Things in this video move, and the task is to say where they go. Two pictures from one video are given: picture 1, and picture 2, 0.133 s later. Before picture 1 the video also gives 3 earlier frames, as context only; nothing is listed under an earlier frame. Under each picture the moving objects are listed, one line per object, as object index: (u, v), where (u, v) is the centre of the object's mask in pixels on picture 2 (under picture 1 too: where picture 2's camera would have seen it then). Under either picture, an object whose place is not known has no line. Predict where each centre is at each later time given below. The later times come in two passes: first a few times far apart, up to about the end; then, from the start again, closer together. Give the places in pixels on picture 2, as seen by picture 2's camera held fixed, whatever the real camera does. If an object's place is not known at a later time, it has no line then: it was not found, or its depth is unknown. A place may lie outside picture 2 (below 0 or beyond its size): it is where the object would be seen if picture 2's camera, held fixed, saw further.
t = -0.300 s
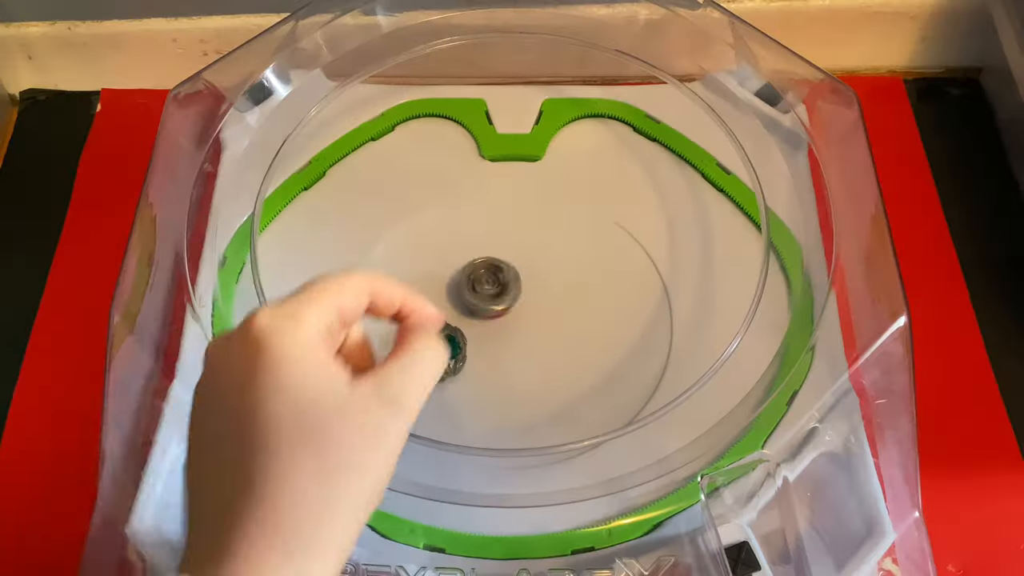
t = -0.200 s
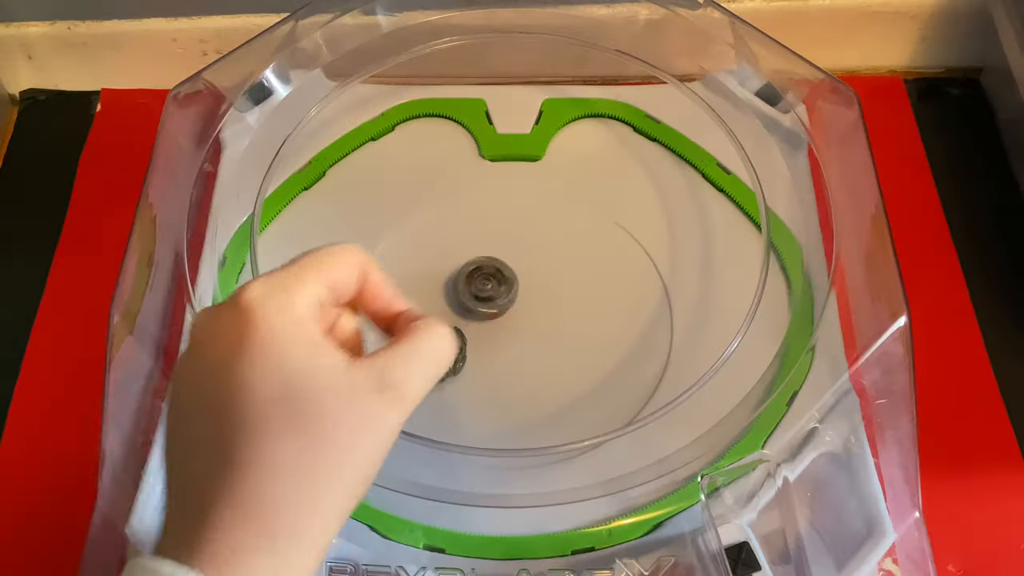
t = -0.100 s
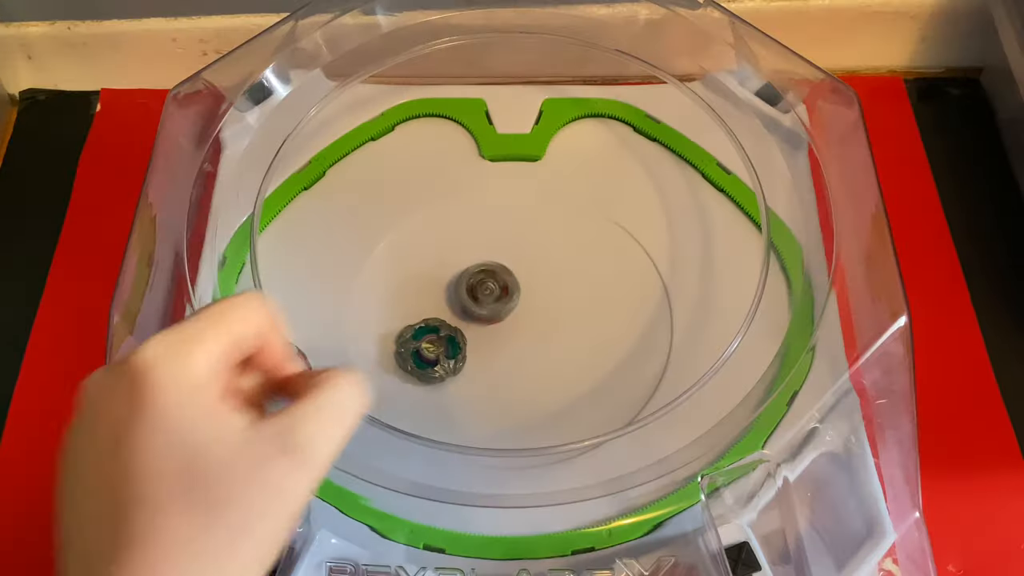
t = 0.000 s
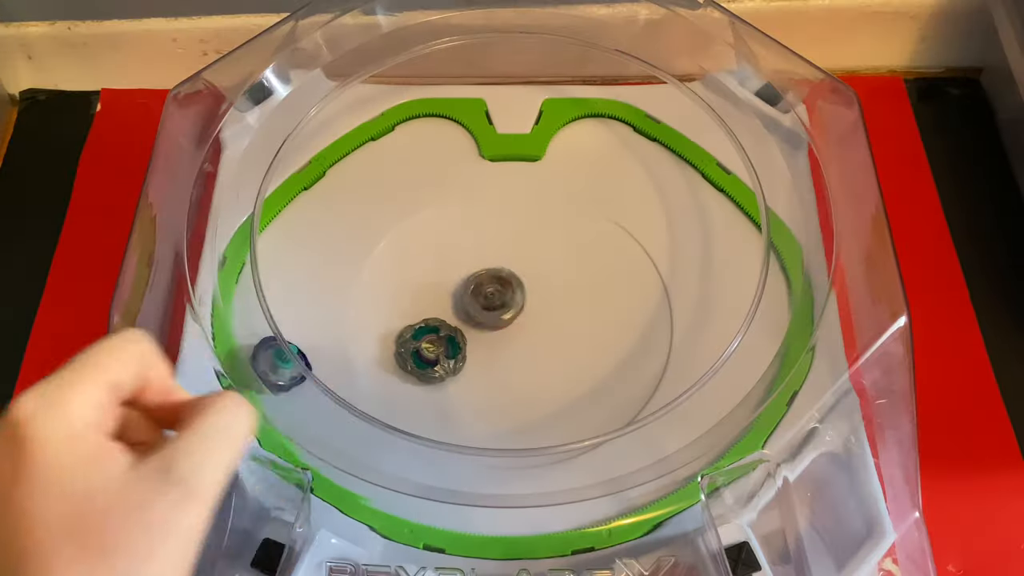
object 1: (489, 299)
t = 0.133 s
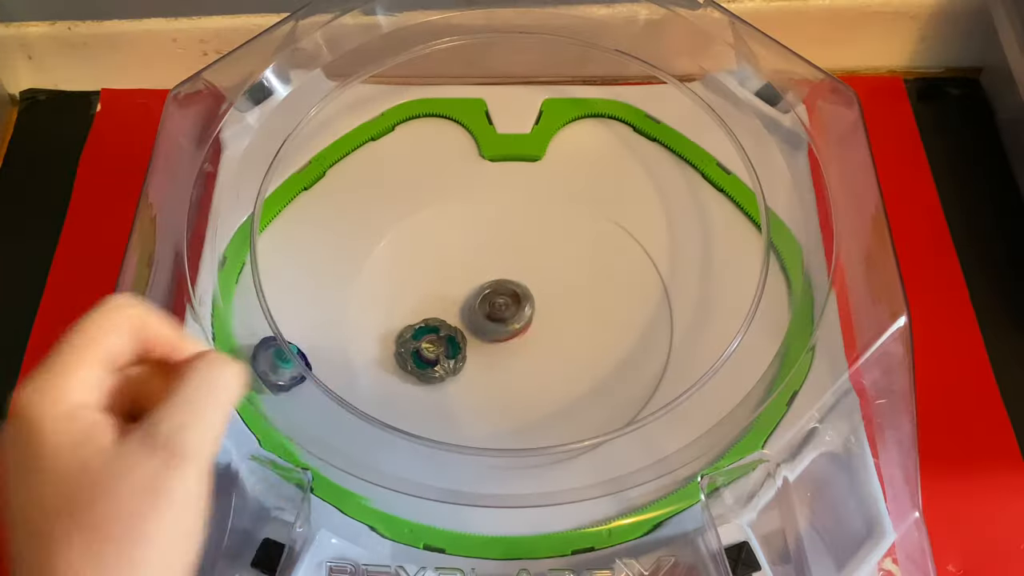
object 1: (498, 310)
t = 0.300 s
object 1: (508, 328)
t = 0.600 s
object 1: (516, 334)
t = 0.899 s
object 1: (527, 311)
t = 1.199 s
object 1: (532, 292)
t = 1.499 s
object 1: (514, 292)
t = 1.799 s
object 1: (488, 301)
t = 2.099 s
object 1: (481, 310)
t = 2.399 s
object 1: (506, 320)
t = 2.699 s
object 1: (526, 326)
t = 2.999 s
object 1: (519, 313)
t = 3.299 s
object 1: (519, 292)
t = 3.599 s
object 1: (525, 293)
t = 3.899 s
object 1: (513, 316)
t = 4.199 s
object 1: (497, 323)
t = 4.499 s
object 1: (516, 303)
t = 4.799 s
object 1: (526, 300)
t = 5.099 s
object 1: (499, 315)
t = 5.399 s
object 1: (494, 314)
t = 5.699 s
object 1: (499, 339)
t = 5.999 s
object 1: (483, 307)
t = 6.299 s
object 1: (480, 299)
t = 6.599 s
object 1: (482, 305)
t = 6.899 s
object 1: (486, 311)
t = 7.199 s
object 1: (486, 311)
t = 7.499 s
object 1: (486, 312)
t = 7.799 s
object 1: (485, 316)
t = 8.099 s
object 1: (485, 314)
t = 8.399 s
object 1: (486, 312)
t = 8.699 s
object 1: (486, 313)
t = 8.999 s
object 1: (486, 312)
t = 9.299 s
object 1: (486, 312)
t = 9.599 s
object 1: (486, 312)
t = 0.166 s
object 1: (501, 314)
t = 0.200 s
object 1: (503, 318)
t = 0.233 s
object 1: (504, 322)
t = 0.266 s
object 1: (506, 324)
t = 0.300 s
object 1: (508, 328)
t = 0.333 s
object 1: (510, 331)
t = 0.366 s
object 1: (511, 332)
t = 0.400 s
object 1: (512, 334)
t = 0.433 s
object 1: (513, 335)
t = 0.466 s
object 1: (514, 336)
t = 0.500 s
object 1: (515, 336)
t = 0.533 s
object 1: (516, 336)
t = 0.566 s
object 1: (516, 335)
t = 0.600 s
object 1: (516, 334)
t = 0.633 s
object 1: (517, 332)
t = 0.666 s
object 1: (519, 330)
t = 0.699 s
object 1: (519, 328)
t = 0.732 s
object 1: (520, 326)
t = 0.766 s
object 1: (521, 322)
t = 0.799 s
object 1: (523, 319)
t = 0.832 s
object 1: (525, 316)
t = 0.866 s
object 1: (526, 314)
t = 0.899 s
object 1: (527, 311)
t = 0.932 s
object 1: (529, 309)
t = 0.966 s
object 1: (531, 305)
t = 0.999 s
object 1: (532, 302)
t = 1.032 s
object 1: (533, 300)
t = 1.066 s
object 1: (533, 298)
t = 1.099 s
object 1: (533, 296)
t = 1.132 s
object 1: (533, 294)
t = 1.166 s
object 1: (533, 293)
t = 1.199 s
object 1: (532, 292)
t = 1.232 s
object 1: (530, 292)
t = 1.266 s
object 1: (529, 291)
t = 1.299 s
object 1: (528, 291)
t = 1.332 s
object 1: (527, 291)
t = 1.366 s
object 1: (524, 291)
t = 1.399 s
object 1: (521, 291)
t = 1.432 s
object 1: (518, 292)
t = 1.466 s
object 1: (516, 292)
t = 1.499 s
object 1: (514, 292)
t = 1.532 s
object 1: (510, 292)
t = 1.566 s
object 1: (507, 293)
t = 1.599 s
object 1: (504, 294)
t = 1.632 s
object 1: (500, 295)
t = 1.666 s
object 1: (497, 296)
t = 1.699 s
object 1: (494, 298)
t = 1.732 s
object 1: (492, 299)
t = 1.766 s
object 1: (491, 300)
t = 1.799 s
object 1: (488, 301)
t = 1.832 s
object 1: (486, 302)
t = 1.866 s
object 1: (485, 303)
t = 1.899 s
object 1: (484, 304)
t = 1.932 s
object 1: (482, 306)
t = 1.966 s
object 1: (481, 306)
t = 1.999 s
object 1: (481, 307)
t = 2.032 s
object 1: (481, 308)
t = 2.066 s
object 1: (481, 309)
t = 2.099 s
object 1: (481, 310)
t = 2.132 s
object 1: (482, 312)
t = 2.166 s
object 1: (484, 313)
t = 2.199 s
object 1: (486, 314)
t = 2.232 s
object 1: (488, 315)
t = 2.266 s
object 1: (491, 316)
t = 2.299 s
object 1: (495, 317)
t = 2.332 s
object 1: (497, 318)
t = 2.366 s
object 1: (502, 319)
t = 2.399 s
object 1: (506, 320)
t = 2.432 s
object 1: (510, 321)
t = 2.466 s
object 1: (513, 321)
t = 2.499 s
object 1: (515, 322)
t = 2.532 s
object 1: (519, 322)
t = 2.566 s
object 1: (521, 324)
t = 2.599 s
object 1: (524, 325)
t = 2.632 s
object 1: (525, 326)
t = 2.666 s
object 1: (526, 326)
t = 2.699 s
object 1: (526, 326)
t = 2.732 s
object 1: (526, 326)
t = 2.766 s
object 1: (525, 326)
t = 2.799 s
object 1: (524, 326)
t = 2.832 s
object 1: (523, 325)
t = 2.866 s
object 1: (522, 324)
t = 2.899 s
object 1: (521, 322)
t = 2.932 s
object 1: (521, 320)
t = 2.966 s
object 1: (520, 317)
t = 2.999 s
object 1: (519, 313)
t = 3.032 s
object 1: (518, 310)
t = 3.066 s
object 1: (516, 306)
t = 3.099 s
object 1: (515, 303)
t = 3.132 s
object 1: (515, 301)
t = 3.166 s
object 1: (515, 299)
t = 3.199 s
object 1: (515, 297)
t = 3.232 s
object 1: (516, 295)
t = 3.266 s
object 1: (518, 293)
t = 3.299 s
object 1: (519, 292)
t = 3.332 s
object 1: (520, 291)
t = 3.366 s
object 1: (522, 290)
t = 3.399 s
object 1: (523, 290)
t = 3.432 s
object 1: (523, 289)
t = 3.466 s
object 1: (524, 290)
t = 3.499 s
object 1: (525, 290)
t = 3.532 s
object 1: (526, 291)
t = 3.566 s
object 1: (526, 292)
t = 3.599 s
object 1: (525, 293)
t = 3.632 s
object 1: (524, 295)
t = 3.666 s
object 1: (524, 297)
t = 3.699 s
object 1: (523, 300)
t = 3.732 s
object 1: (521, 303)
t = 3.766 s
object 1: (520, 307)
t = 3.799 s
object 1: (519, 310)
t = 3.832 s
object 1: (518, 312)
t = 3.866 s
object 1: (516, 313)
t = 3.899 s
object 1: (513, 316)
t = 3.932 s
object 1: (510, 318)
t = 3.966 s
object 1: (507, 320)
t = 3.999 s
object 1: (505, 322)
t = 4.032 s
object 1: (502, 323)
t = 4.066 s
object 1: (500, 324)
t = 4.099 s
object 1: (499, 325)
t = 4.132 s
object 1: (498, 324)
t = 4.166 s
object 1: (497, 324)
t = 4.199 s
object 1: (497, 323)
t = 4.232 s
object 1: (497, 321)
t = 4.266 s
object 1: (497, 319)
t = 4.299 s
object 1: (499, 317)
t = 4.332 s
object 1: (501, 314)
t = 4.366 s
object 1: (503, 312)
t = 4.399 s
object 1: (506, 311)
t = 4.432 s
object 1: (509, 308)
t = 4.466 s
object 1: (513, 306)
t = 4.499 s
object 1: (516, 303)
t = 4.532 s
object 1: (518, 301)
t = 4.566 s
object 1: (521, 299)
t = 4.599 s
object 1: (523, 297)
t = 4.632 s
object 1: (525, 297)
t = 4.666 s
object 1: (526, 297)
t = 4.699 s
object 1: (526, 297)
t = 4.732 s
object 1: (527, 298)
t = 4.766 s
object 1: (527, 298)
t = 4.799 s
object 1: (526, 300)
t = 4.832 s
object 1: (523, 301)
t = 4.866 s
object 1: (521, 303)
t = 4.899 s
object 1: (518, 305)
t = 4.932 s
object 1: (515, 307)
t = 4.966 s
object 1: (512, 308)
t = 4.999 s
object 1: (507, 310)
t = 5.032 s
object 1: (505, 312)
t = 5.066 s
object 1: (501, 313)
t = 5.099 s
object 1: (499, 315)
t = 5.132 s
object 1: (496, 316)
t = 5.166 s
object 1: (493, 317)
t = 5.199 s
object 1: (492, 317)
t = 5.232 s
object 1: (490, 316)
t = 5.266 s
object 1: (489, 316)
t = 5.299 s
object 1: (490, 315)
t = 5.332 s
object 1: (491, 314)
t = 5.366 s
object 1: (492, 314)
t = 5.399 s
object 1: (494, 314)
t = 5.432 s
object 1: (496, 315)
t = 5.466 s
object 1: (498, 318)
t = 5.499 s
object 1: (498, 322)
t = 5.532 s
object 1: (497, 327)
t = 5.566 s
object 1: (496, 331)
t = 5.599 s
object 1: (497, 334)
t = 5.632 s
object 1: (499, 336)
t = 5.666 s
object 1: (499, 338)
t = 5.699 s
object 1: (499, 339)
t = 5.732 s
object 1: (496, 338)
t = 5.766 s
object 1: (494, 336)
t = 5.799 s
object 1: (492, 333)
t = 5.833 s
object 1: (490, 328)
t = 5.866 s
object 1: (491, 325)
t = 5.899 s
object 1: (488, 320)
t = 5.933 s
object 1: (486, 314)
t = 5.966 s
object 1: (484, 310)
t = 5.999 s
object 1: (483, 307)
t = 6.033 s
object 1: (482, 305)
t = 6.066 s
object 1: (482, 303)
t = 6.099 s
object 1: (482, 302)
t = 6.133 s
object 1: (481, 301)
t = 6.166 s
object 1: (481, 300)
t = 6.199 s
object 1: (481, 300)
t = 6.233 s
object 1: (481, 299)
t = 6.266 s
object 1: (480, 299)
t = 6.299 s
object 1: (480, 299)
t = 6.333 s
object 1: (480, 299)
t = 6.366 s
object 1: (480, 299)
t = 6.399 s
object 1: (481, 300)
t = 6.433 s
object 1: (481, 300)
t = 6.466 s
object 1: (481, 301)
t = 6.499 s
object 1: (481, 301)
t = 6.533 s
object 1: (482, 302)
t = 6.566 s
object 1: (482, 303)
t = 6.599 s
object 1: (482, 305)
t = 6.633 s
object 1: (483, 307)
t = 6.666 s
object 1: (484, 309)
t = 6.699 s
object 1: (486, 314)
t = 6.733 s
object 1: (486, 316)
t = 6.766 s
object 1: (485, 317)
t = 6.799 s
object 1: (485, 317)
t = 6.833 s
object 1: (486, 315)
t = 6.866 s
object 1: (486, 312)
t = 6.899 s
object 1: (486, 311)
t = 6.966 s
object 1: (486, 311)
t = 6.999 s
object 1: (486, 314)
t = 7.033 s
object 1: (486, 316)
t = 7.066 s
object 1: (485, 317)
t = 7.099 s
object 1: (485, 316)
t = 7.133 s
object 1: (486, 315)
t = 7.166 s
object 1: (486, 313)
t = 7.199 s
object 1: (486, 311)
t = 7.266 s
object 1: (486, 313)
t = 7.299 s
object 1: (486, 314)
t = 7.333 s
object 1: (485, 316)
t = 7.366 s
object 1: (485, 316)
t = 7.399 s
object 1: (485, 316)
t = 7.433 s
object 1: (485, 315)
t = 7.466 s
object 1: (486, 314)
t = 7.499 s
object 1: (486, 312)
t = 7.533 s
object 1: (486, 312)
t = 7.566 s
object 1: (486, 312)
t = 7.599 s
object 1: (486, 313)
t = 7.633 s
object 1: (486, 314)
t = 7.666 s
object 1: (485, 315)
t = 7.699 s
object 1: (485, 315)
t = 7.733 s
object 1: (485, 316)
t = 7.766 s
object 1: (485, 316)
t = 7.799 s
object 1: (485, 316)
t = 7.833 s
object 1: (485, 315)
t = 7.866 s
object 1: (485, 315)
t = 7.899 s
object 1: (485, 314)
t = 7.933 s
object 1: (486, 313)
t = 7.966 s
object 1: (486, 312)
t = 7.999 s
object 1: (486, 311)
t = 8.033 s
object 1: (486, 312)
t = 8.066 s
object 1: (486, 313)
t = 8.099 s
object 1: (485, 314)
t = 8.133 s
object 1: (485, 314)
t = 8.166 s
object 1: (485, 315)
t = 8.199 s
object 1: (485, 315)
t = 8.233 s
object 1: (485, 314)
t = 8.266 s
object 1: (485, 314)
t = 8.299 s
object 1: (486, 313)
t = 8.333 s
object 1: (486, 313)
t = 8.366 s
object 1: (486, 312)
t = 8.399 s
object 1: (486, 312)
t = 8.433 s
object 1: (486, 312)
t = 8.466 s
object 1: (486, 313)
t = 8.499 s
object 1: (486, 313)
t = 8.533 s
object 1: (485, 313)
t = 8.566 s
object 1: (485, 314)
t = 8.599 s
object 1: (485, 314)
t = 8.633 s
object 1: (485, 314)
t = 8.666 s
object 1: (486, 313)
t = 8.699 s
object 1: (486, 313)
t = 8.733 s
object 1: (486, 313)
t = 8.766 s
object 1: (486, 312)
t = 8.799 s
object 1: (486, 312)
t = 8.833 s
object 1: (486, 312)
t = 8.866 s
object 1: (486, 312)
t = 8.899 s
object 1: (486, 312)
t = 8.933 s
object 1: (486, 312)
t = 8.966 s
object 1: (486, 312)
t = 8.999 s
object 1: (486, 312)
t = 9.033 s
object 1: (486, 312)
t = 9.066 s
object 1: (486, 312)
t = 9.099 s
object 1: (486, 312)
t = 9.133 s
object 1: (486, 312)
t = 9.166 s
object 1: (486, 312)
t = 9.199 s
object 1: (486, 312)
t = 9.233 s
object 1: (486, 312)
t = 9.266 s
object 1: (486, 312)
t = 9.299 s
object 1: (486, 312)
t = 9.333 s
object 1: (486, 312)
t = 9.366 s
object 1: (486, 312)
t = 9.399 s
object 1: (486, 312)
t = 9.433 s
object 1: (486, 312)
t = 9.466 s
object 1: (486, 312)
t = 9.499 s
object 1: (486, 312)
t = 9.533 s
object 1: (486, 312)
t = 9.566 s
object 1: (486, 312)
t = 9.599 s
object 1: (486, 312)
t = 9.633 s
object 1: (486, 312)
